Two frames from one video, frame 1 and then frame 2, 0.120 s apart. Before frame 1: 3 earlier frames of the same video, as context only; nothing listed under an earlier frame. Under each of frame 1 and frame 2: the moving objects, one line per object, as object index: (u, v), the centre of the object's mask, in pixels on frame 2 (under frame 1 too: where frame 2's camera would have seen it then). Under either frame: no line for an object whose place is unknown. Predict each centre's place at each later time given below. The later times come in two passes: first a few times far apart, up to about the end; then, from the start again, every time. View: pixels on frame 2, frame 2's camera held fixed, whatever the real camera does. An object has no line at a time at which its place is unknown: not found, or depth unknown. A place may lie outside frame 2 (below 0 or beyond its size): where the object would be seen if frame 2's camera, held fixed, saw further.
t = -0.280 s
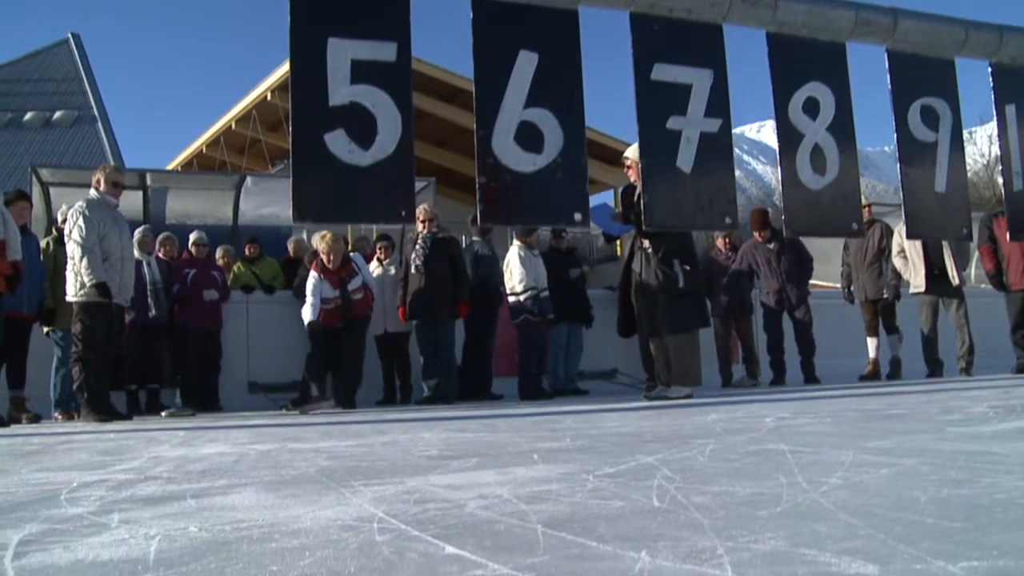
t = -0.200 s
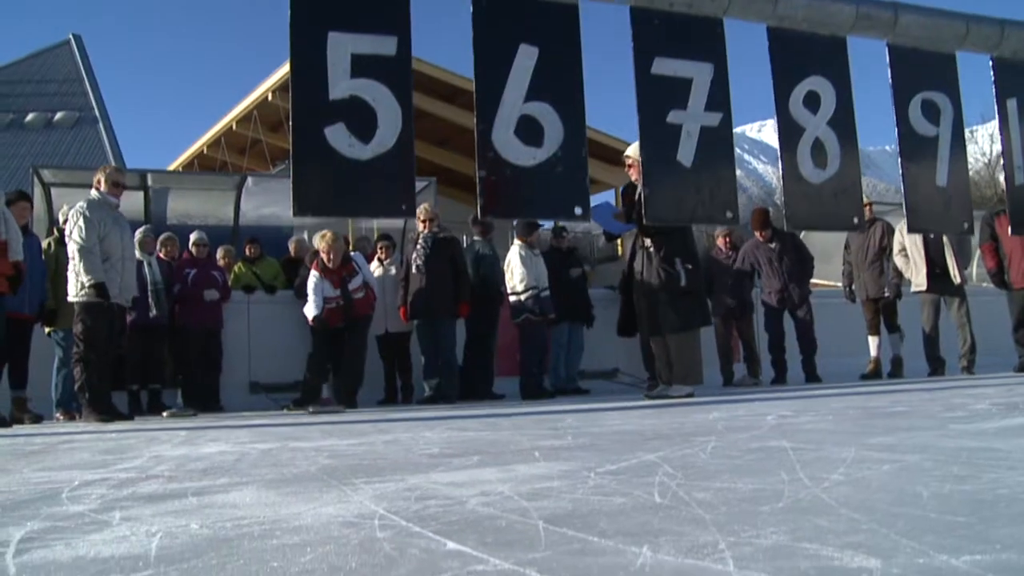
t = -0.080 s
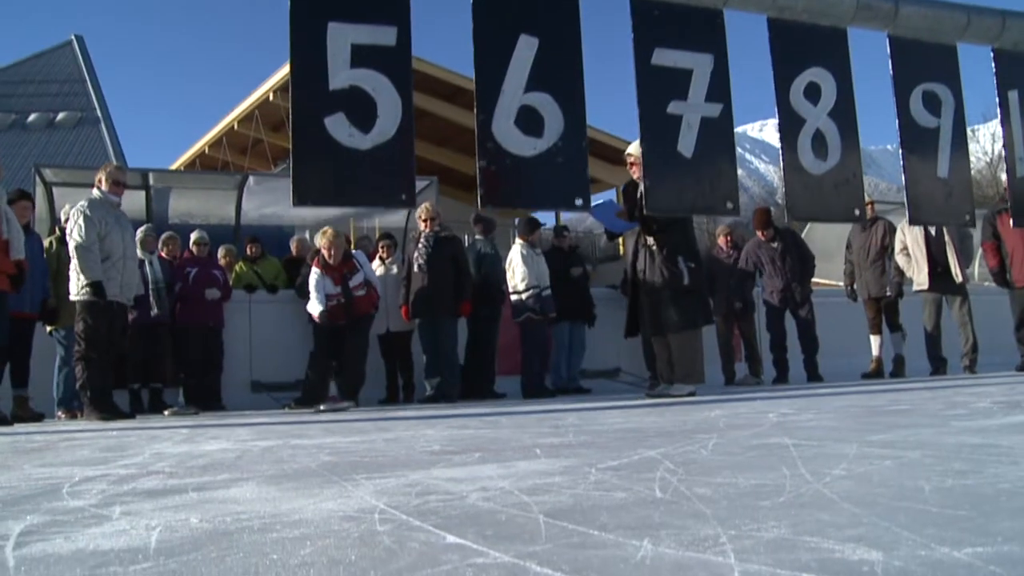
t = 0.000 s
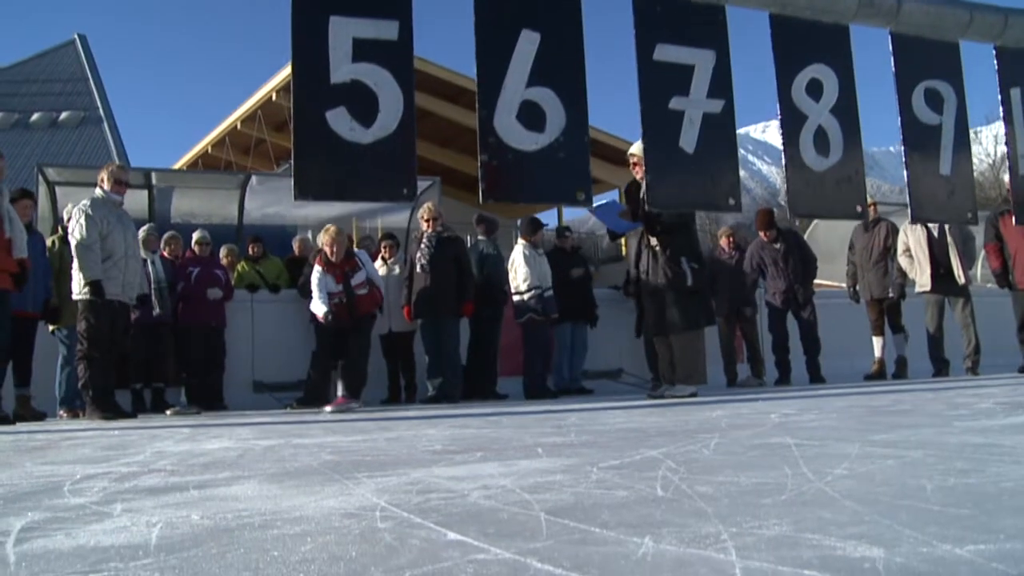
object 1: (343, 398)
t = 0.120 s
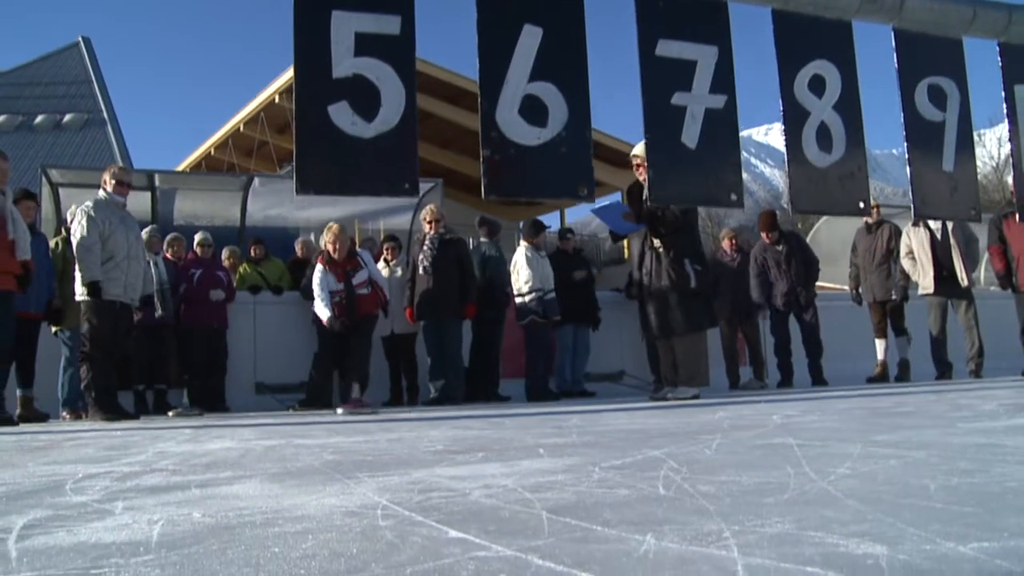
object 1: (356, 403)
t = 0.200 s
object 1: (363, 403)
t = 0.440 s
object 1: (385, 395)
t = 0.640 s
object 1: (407, 397)
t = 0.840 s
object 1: (433, 404)
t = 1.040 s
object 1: (463, 398)
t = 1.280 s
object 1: (502, 396)
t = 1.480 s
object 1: (542, 396)
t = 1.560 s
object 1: (559, 399)
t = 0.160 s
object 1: (360, 403)
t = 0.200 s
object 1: (363, 403)
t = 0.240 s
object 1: (366, 403)
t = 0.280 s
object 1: (369, 400)
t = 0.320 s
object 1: (373, 399)
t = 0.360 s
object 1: (378, 390)
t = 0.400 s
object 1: (382, 395)
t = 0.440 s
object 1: (385, 395)
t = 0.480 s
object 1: (390, 396)
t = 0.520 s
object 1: (394, 397)
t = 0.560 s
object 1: (400, 398)
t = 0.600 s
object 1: (403, 398)
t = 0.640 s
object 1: (407, 397)
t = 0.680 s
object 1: (413, 397)
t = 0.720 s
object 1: (420, 396)
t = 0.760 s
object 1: (424, 398)
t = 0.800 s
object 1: (429, 403)
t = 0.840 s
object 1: (433, 404)
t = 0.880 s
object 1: (437, 404)
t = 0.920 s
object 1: (442, 405)
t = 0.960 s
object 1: (448, 405)
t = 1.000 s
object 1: (455, 405)
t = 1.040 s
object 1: (463, 398)
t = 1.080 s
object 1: (468, 397)
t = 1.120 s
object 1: (475, 397)
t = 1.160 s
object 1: (481, 396)
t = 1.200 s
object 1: (488, 397)
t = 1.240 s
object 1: (495, 397)
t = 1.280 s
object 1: (502, 396)
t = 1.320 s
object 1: (510, 396)
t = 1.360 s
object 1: (517, 396)
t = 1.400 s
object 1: (526, 395)
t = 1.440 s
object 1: (534, 395)
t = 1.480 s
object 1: (542, 396)
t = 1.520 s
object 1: (550, 397)
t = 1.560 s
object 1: (559, 399)
